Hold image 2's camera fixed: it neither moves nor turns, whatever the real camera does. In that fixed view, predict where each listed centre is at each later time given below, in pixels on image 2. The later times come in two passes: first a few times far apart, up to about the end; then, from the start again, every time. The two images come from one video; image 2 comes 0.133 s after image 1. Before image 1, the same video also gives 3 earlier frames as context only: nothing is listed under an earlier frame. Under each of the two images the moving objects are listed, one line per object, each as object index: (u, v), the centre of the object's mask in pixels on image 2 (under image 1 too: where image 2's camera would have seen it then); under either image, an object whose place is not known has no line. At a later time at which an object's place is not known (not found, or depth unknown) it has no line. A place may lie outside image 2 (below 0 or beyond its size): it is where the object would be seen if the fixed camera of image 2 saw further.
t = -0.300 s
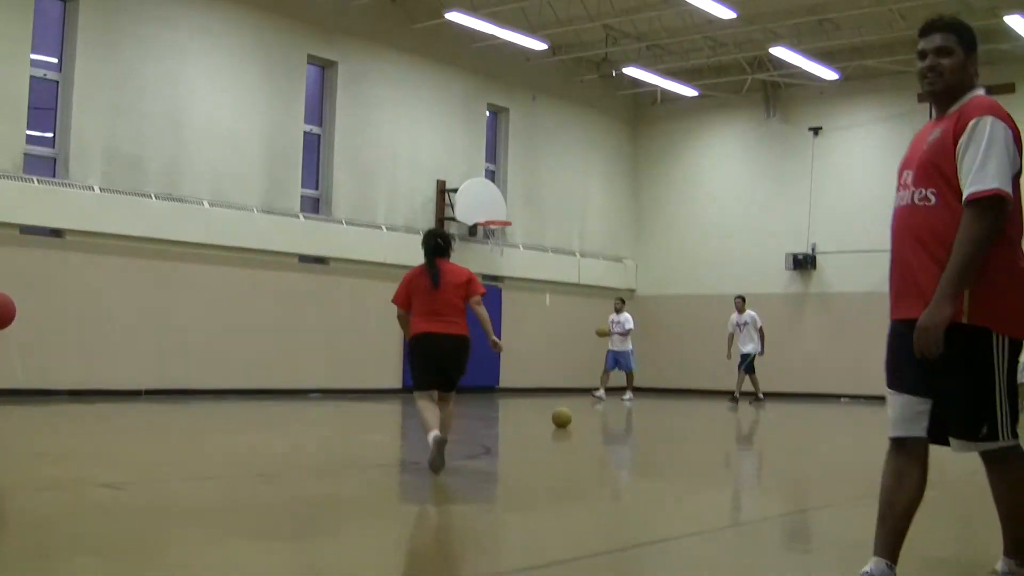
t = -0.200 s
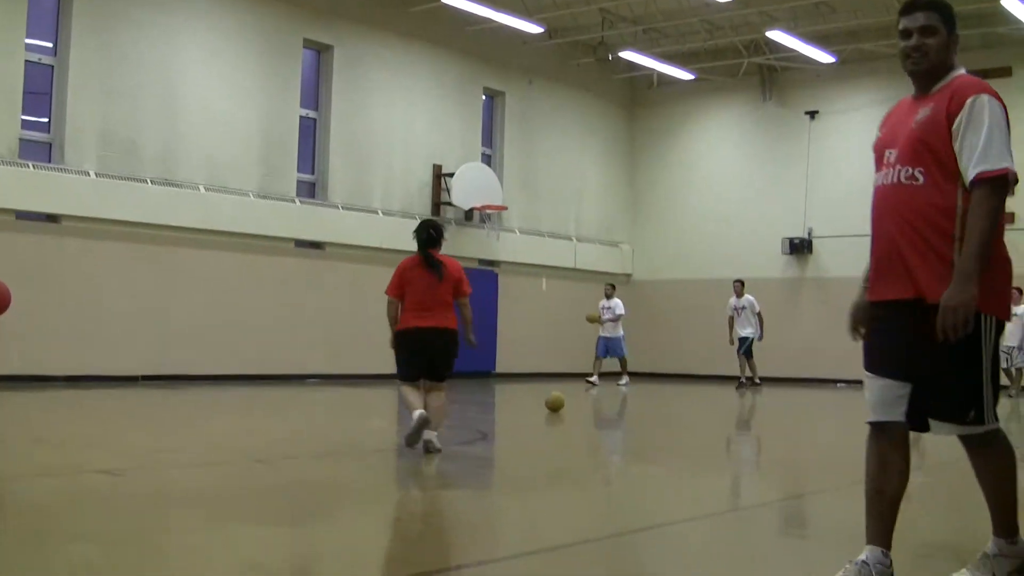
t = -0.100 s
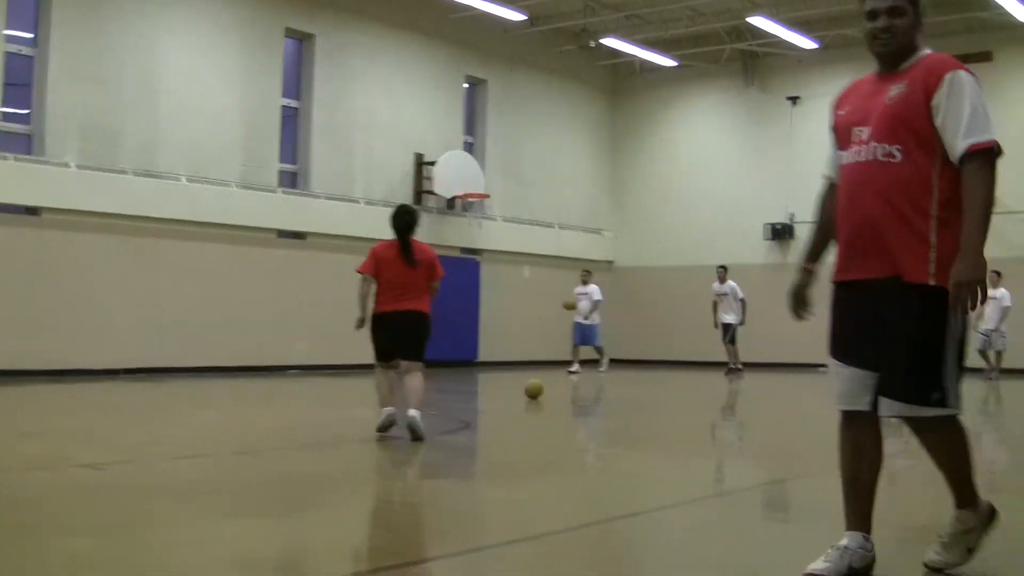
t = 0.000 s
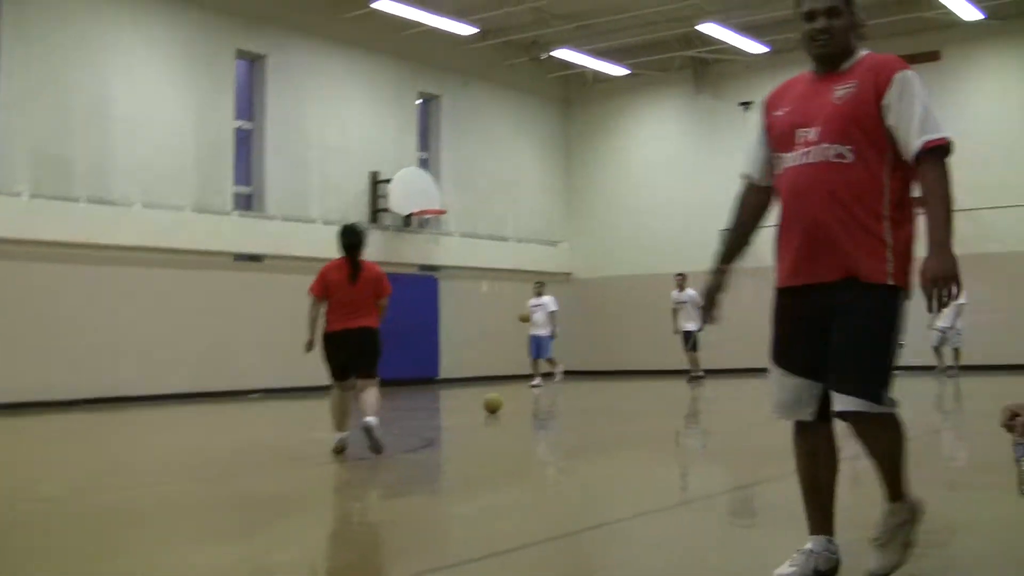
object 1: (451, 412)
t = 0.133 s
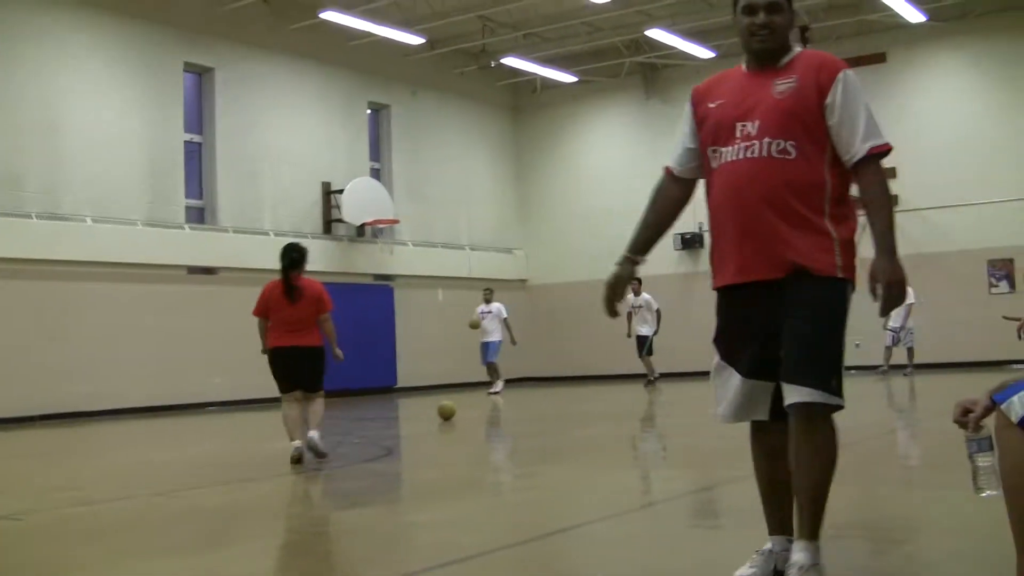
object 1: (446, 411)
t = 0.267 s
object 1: (443, 410)
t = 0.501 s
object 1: (436, 409)
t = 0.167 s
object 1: (445, 410)
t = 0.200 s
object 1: (444, 410)
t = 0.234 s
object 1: (444, 411)
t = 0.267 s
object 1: (443, 410)
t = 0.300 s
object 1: (442, 410)
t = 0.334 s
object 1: (440, 410)
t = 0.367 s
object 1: (439, 409)
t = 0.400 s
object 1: (438, 409)
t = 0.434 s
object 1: (437, 409)
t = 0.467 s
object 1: (436, 409)
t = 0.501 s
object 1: (436, 409)
